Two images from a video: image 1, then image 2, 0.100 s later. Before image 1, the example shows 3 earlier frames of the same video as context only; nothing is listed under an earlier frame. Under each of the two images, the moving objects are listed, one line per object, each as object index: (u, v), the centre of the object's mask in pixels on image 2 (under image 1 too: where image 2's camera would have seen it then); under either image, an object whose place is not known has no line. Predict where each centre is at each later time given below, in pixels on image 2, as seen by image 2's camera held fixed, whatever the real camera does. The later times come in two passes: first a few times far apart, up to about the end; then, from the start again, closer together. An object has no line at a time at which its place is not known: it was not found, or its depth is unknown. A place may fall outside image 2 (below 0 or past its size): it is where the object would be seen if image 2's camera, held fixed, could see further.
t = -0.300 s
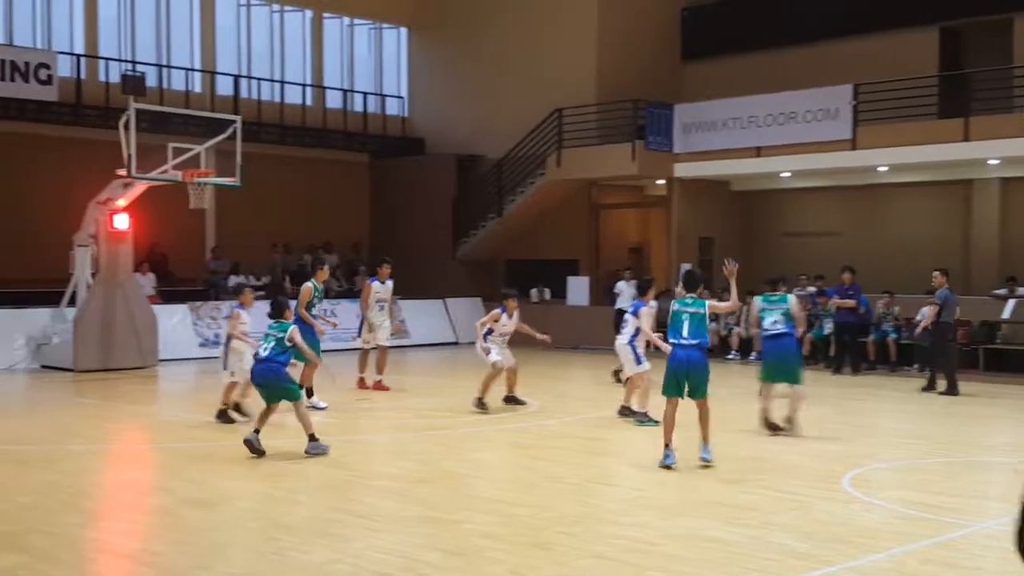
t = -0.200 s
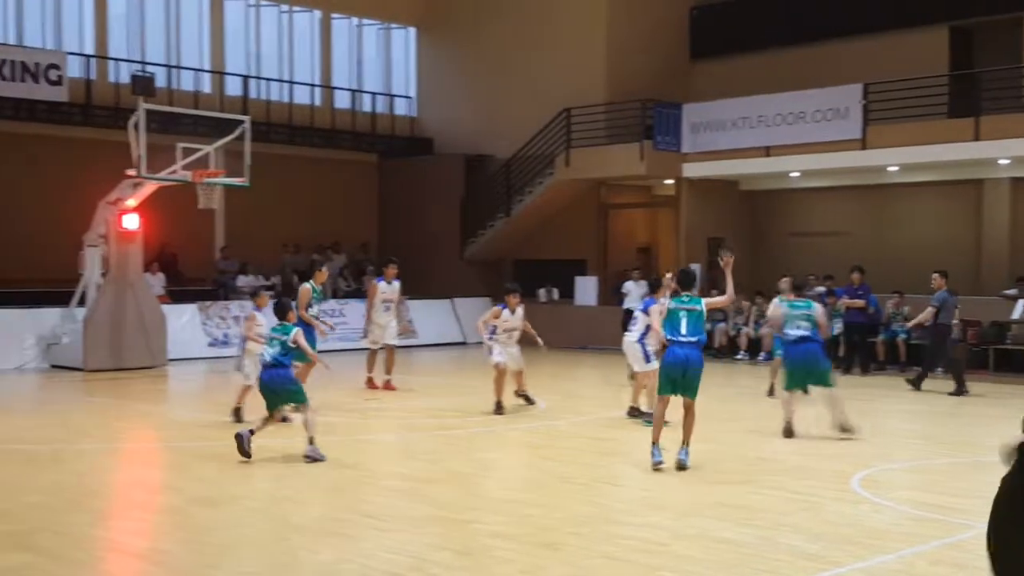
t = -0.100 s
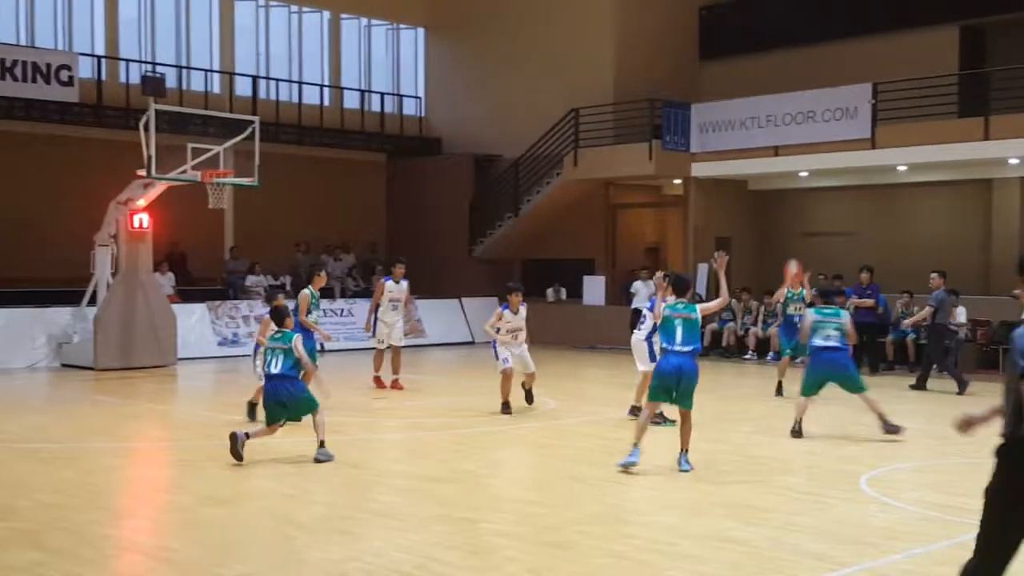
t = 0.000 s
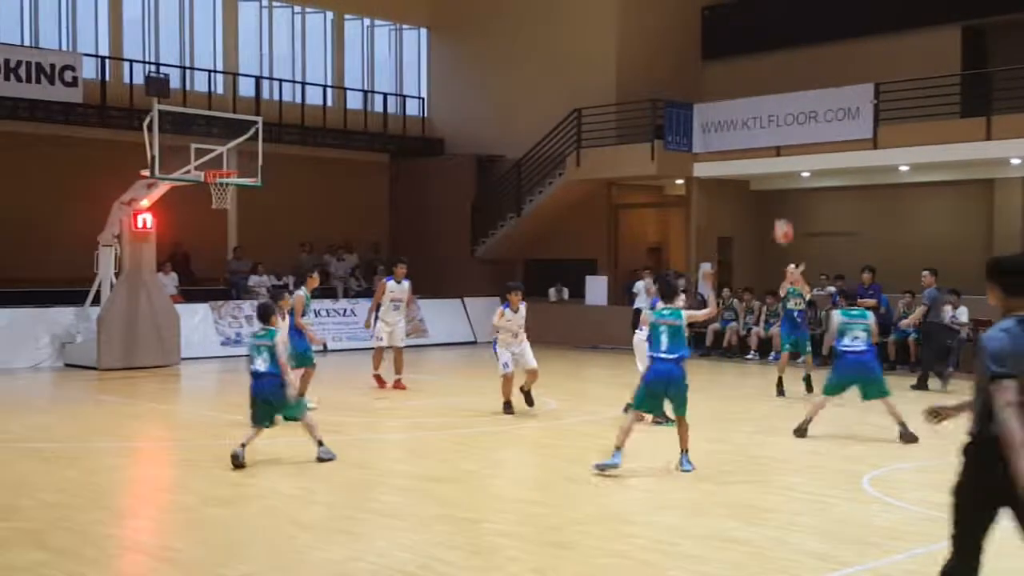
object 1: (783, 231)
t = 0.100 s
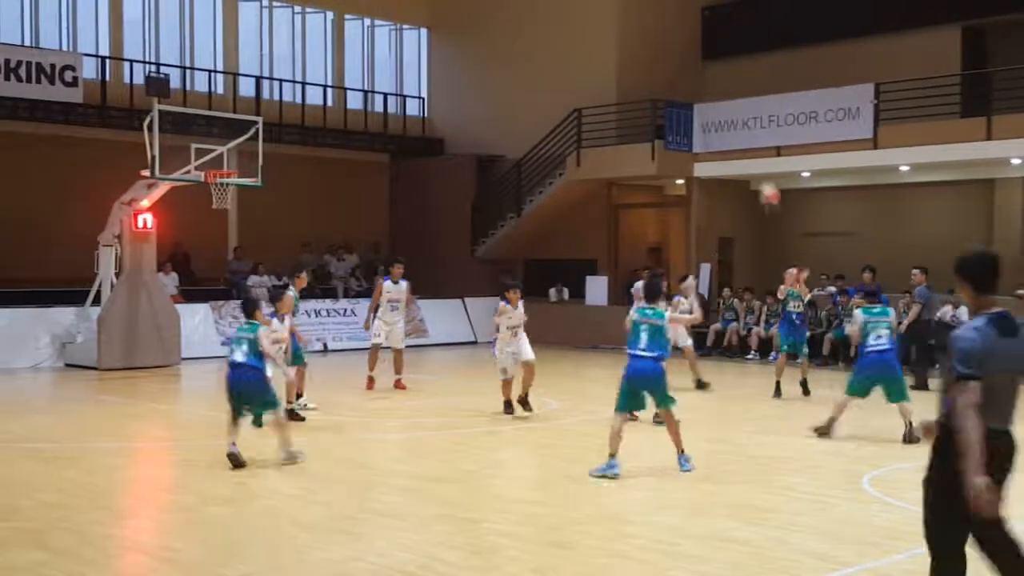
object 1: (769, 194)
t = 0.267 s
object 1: (743, 148)
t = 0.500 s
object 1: (702, 116)
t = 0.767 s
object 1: (644, 140)
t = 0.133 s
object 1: (763, 185)
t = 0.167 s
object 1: (758, 174)
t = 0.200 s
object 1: (752, 164)
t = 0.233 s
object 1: (745, 152)
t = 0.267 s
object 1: (743, 148)
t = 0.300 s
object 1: (738, 140)
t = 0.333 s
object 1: (732, 134)
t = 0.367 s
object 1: (727, 128)
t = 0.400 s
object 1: (721, 124)
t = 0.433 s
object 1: (714, 120)
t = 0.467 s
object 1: (706, 117)
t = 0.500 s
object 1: (702, 116)
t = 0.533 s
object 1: (695, 114)
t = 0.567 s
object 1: (688, 115)
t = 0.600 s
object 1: (681, 115)
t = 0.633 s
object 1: (674, 119)
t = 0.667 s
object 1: (668, 122)
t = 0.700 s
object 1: (659, 127)
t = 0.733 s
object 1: (651, 133)
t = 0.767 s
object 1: (644, 140)
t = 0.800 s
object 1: (636, 149)
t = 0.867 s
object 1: (621, 170)
